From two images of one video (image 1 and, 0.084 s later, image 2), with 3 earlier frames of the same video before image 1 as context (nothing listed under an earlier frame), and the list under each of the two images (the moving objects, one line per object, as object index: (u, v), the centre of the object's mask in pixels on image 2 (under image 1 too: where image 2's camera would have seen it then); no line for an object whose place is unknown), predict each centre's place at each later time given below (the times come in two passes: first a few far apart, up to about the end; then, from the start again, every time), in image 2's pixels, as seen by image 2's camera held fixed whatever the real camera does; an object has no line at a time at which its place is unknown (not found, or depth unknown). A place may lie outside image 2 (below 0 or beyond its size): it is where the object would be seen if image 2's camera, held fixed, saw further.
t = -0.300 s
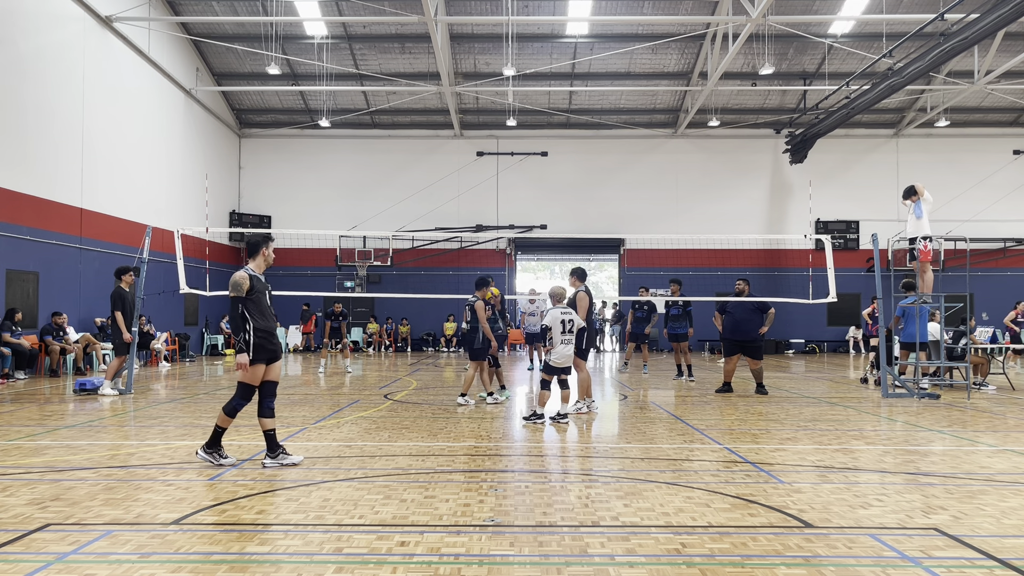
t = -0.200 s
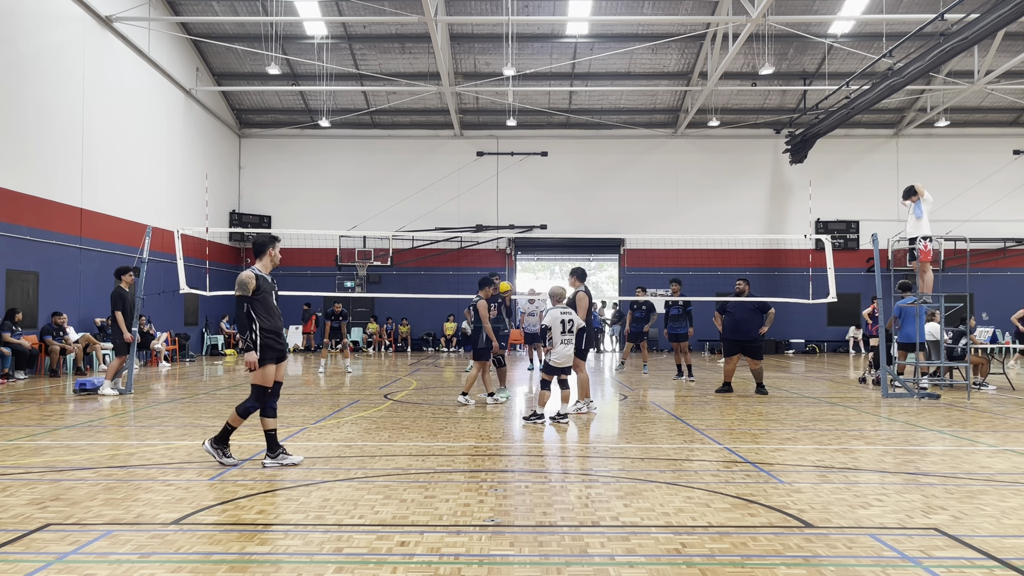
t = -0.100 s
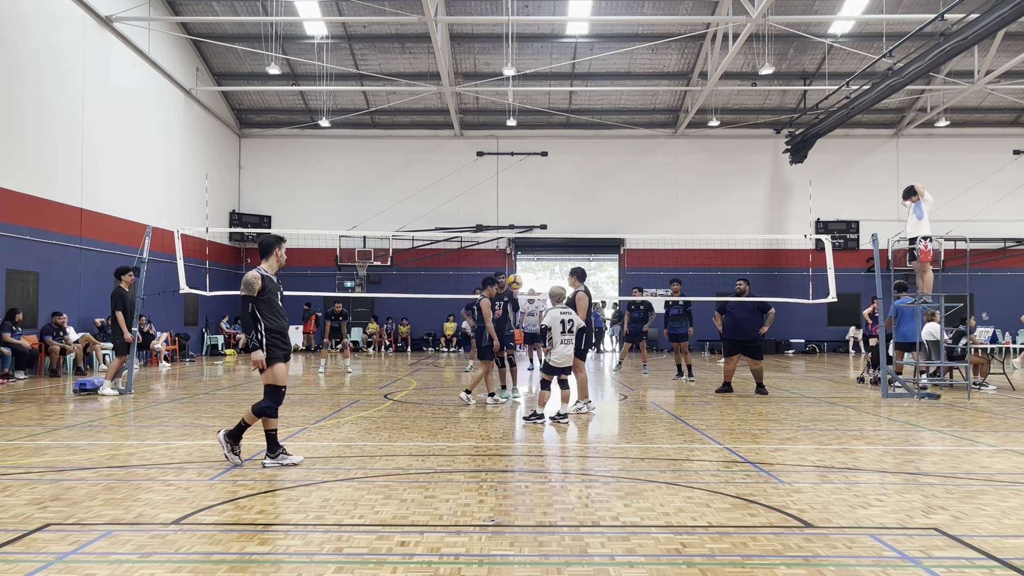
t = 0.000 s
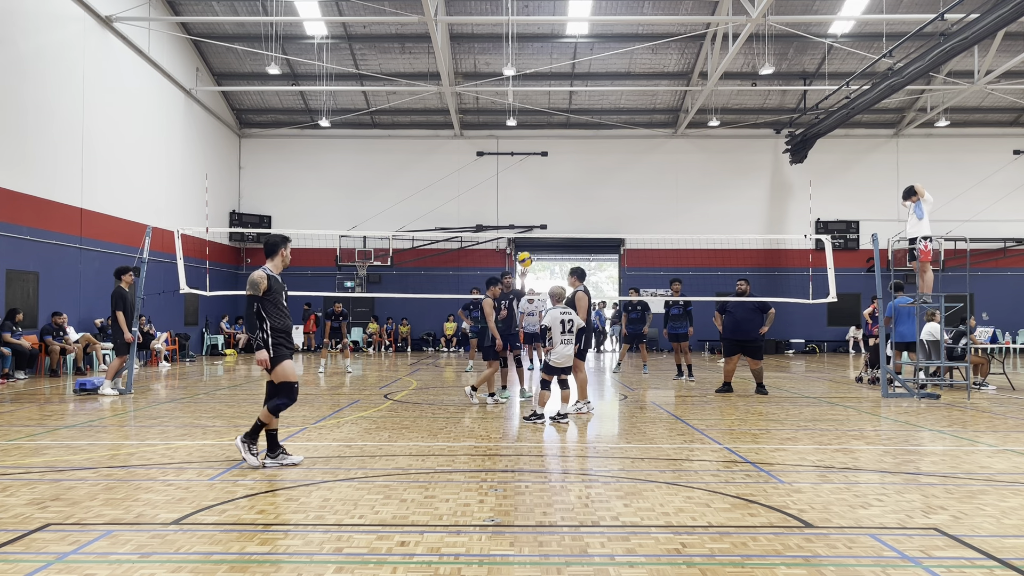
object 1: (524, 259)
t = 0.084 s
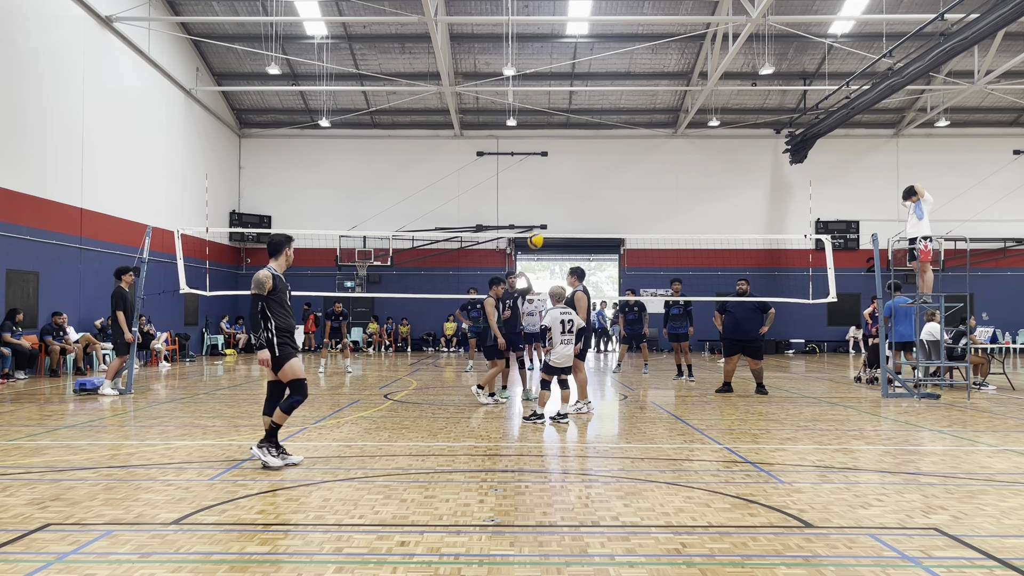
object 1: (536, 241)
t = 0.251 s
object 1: (560, 213)
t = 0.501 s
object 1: (605, 209)
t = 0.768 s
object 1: (672, 277)
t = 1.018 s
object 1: (761, 450)
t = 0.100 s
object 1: (538, 237)
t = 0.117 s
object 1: (540, 234)
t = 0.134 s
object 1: (543, 230)
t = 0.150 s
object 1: (545, 227)
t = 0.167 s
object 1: (547, 225)
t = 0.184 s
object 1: (550, 222)
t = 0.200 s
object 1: (553, 220)
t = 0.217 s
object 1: (555, 217)
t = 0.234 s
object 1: (558, 215)
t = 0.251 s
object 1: (560, 213)
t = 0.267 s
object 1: (563, 212)
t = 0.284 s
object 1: (566, 210)
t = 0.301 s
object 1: (569, 208)
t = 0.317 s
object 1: (571, 207)
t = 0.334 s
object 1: (574, 206)
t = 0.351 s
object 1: (577, 205)
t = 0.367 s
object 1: (580, 205)
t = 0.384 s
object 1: (583, 205)
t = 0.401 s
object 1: (586, 205)
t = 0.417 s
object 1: (589, 205)
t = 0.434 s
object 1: (592, 205)
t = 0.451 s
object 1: (596, 206)
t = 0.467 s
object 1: (599, 207)
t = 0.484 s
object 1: (602, 208)
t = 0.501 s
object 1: (605, 209)
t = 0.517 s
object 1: (609, 211)
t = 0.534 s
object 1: (613, 213)
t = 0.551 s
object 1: (616, 215)
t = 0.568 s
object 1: (620, 218)
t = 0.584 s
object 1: (624, 221)
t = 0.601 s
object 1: (628, 224)
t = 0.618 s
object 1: (632, 228)
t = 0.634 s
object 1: (636, 232)
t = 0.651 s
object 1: (640, 236)
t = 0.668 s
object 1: (644, 241)
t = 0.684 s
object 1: (649, 247)
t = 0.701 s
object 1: (653, 252)
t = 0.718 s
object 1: (658, 257)
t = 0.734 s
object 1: (662, 263)
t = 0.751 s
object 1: (667, 269)
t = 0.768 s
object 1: (672, 277)
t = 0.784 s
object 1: (677, 284)
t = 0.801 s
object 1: (682, 292)
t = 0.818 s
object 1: (688, 301)
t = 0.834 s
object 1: (693, 310)
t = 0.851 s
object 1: (698, 320)
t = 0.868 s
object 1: (704, 330)
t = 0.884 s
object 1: (709, 341)
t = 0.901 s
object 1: (715, 352)
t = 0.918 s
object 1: (721, 364)
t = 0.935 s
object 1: (727, 377)
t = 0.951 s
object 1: (734, 390)
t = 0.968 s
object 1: (741, 404)
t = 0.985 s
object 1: (748, 419)
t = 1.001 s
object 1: (754, 434)
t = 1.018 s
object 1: (761, 450)
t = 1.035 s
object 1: (768, 467)
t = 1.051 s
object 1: (775, 481)
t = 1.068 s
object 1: (778, 468)
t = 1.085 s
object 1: (782, 457)
